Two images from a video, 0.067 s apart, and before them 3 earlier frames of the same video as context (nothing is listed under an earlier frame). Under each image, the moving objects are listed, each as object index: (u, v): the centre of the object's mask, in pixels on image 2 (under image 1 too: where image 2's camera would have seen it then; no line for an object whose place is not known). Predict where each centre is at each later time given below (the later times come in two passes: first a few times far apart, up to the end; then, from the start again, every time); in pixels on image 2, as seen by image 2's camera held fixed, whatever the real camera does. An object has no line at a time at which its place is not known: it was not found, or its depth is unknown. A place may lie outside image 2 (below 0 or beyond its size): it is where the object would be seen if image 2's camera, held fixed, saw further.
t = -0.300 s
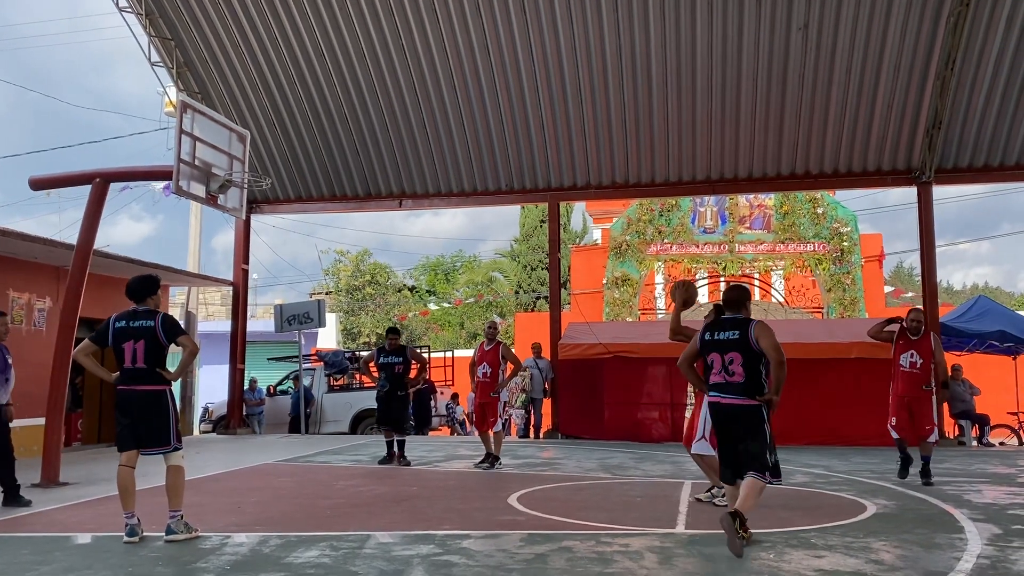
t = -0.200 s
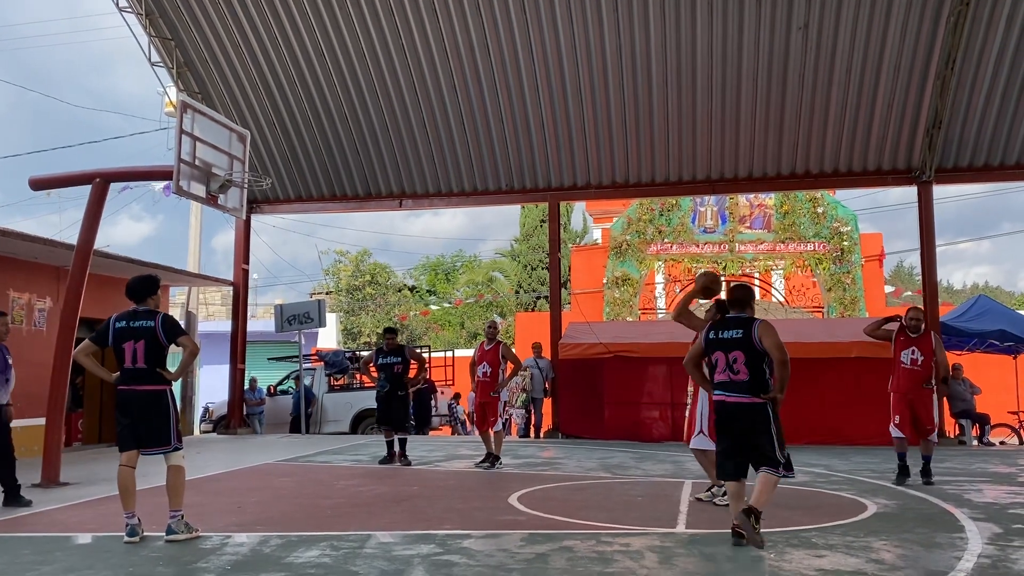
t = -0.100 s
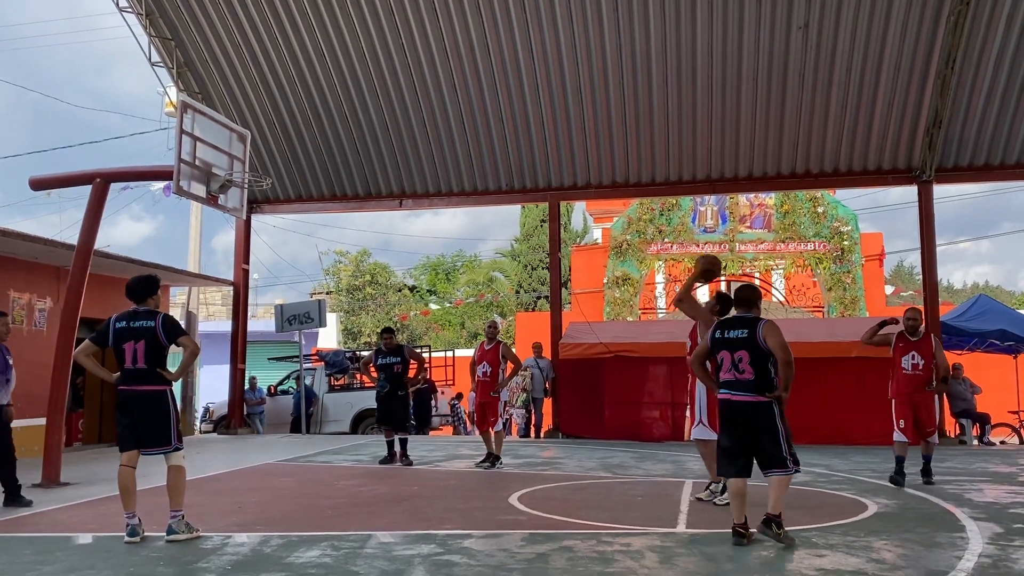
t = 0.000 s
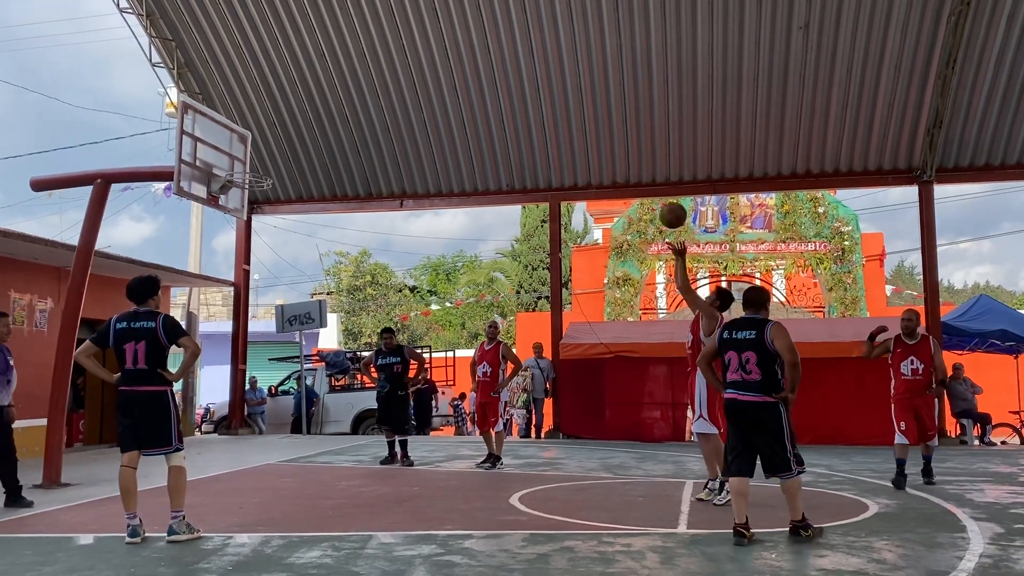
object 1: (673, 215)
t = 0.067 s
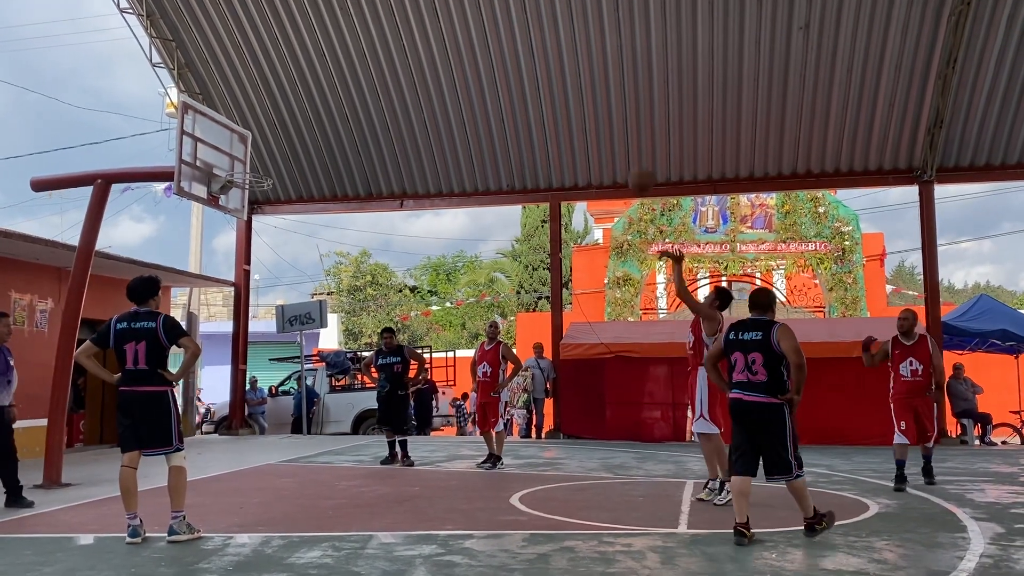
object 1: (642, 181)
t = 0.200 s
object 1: (582, 127)
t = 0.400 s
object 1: (497, 80)
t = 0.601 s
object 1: (416, 79)
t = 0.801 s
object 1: (340, 114)
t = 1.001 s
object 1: (279, 173)
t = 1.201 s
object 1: (307, 160)
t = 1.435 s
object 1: (337, 186)
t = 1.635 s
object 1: (360, 240)
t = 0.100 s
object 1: (626, 165)
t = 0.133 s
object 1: (610, 150)
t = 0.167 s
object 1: (596, 138)
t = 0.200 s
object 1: (582, 127)
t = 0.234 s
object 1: (567, 114)
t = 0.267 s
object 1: (553, 106)
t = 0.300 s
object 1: (538, 98)
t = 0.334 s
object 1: (525, 92)
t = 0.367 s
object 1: (510, 86)
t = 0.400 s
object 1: (497, 80)
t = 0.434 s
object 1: (483, 78)
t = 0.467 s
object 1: (469, 76)
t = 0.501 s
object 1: (455, 76)
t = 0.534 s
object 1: (443, 76)
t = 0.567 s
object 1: (429, 77)
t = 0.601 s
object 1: (416, 79)
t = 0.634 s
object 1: (403, 83)
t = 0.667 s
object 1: (390, 86)
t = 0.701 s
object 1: (378, 92)
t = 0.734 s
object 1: (365, 98)
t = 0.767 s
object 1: (353, 105)
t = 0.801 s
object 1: (340, 114)
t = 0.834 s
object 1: (328, 124)
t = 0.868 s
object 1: (316, 134)
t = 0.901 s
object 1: (304, 145)
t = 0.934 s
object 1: (293, 158)
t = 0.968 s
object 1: (280, 171)
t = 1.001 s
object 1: (279, 173)
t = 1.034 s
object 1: (283, 169)
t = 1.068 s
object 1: (289, 165)
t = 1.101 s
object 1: (294, 162)
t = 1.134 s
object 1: (299, 159)
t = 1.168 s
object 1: (303, 159)
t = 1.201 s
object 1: (307, 160)
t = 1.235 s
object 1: (313, 161)
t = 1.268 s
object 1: (317, 163)
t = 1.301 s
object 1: (321, 165)
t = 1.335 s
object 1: (325, 170)
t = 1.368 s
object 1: (330, 174)
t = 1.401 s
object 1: (334, 180)
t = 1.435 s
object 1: (337, 186)
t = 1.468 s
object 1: (342, 193)
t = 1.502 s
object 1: (345, 201)
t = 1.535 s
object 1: (350, 210)
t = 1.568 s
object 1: (353, 219)
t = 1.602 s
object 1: (356, 229)
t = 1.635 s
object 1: (360, 240)
